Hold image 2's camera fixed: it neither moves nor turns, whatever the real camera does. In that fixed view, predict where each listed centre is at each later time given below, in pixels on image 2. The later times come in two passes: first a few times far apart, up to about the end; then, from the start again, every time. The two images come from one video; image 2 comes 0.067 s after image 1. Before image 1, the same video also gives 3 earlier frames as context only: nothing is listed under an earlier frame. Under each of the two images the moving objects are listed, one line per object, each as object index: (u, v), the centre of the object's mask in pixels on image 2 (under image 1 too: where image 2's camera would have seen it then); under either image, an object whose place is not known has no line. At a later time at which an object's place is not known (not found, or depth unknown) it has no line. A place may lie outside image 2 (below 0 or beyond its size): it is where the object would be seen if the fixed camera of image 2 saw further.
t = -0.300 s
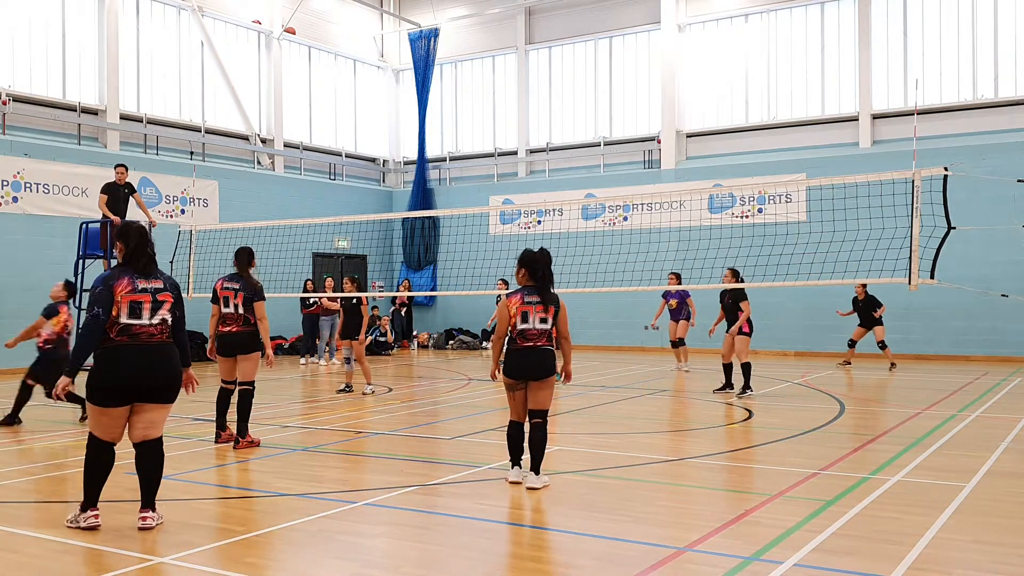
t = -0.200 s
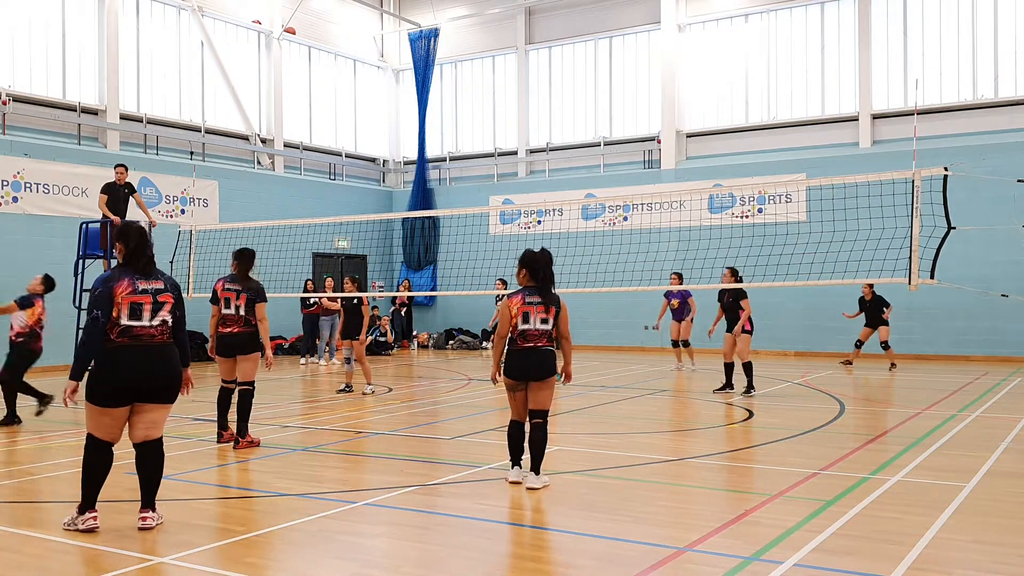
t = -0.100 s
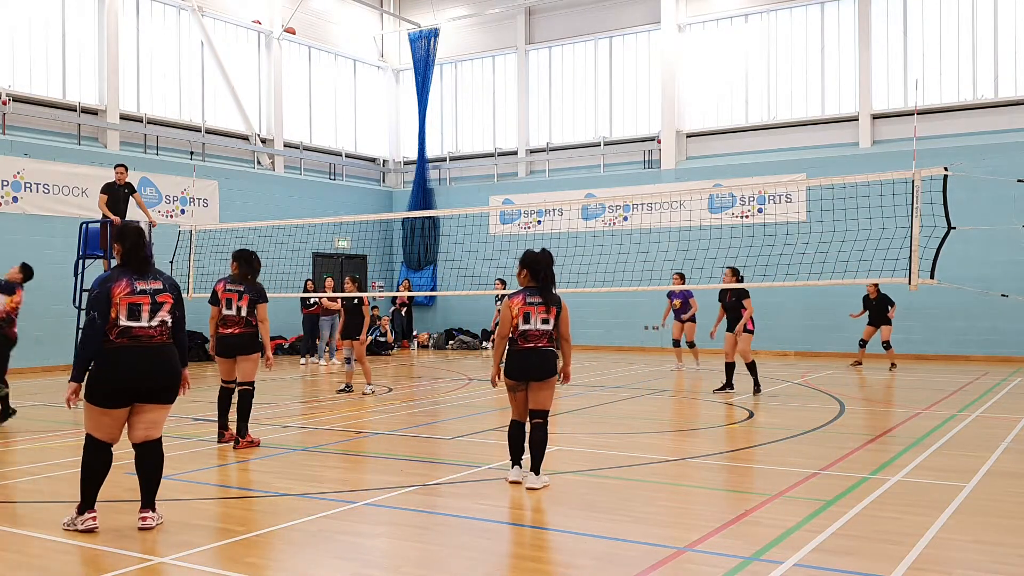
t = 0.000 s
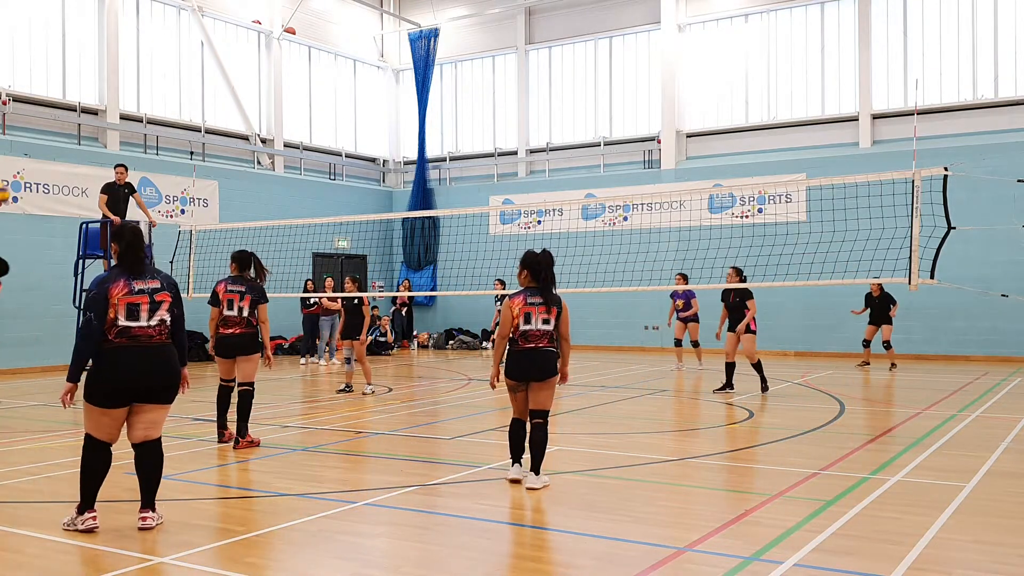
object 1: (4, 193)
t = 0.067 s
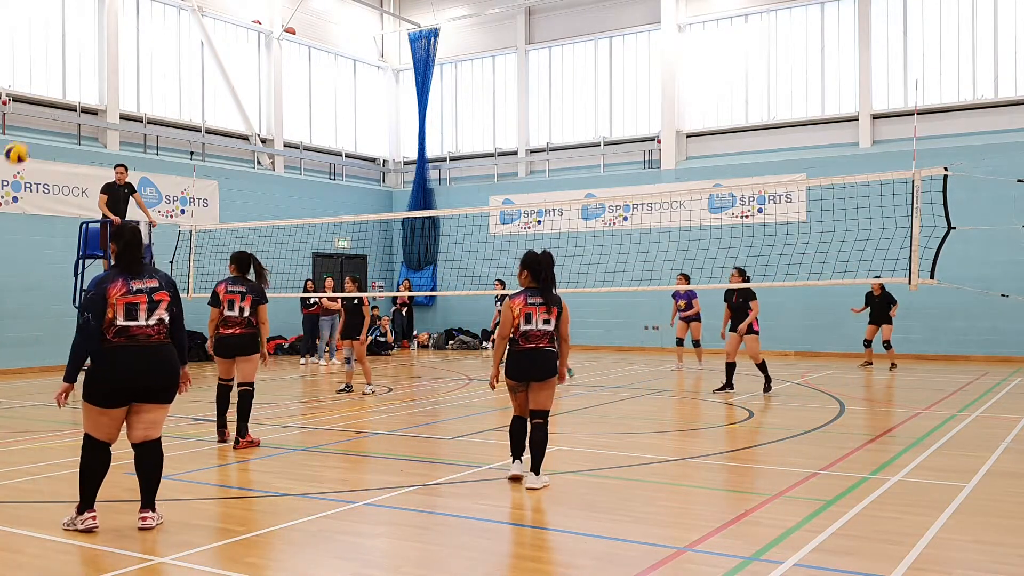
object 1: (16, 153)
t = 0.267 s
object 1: (70, 62)
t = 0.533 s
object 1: (146, 6)
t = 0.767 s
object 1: (213, 11)
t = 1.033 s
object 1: (291, 97)
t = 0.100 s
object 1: (25, 136)
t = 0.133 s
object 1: (35, 118)
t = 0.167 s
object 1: (43, 103)
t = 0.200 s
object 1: (53, 88)
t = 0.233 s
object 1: (61, 74)
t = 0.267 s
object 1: (70, 62)
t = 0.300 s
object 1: (80, 50)
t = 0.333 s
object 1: (89, 40)
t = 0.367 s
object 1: (99, 31)
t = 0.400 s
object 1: (107, 23)
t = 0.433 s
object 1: (117, 16)
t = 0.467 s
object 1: (126, 10)
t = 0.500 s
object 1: (136, 7)
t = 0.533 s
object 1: (146, 6)
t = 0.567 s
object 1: (155, 5)
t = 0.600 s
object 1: (165, 4)
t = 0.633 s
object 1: (175, 4)
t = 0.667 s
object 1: (185, 5)
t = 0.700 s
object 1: (194, 6)
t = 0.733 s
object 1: (203, 8)
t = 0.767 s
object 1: (213, 11)
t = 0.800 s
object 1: (222, 17)
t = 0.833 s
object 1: (232, 25)
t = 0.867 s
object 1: (242, 34)
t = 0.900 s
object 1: (252, 44)
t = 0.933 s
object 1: (262, 55)
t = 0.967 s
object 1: (272, 68)
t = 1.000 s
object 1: (281, 81)
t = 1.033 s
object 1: (291, 97)
